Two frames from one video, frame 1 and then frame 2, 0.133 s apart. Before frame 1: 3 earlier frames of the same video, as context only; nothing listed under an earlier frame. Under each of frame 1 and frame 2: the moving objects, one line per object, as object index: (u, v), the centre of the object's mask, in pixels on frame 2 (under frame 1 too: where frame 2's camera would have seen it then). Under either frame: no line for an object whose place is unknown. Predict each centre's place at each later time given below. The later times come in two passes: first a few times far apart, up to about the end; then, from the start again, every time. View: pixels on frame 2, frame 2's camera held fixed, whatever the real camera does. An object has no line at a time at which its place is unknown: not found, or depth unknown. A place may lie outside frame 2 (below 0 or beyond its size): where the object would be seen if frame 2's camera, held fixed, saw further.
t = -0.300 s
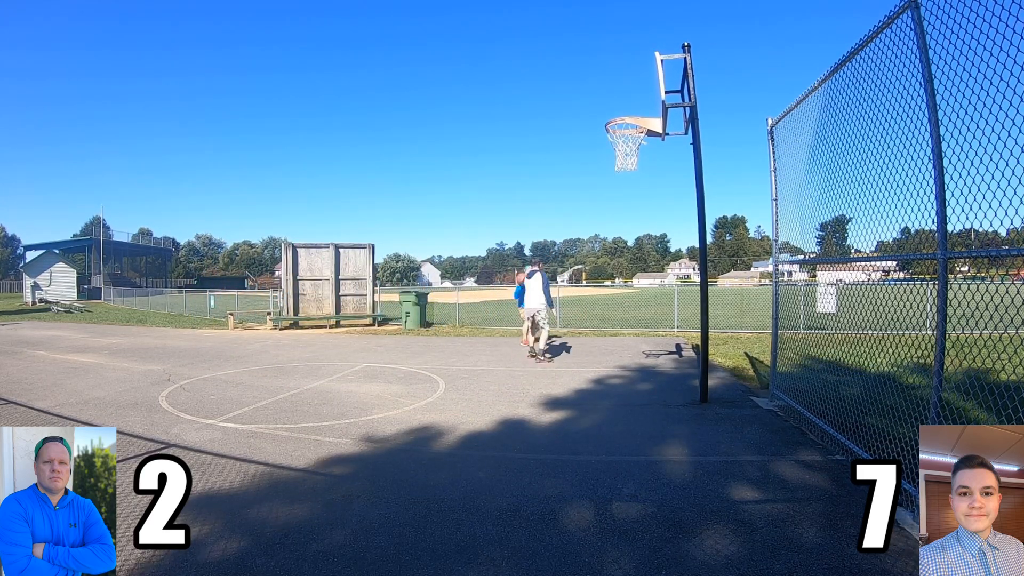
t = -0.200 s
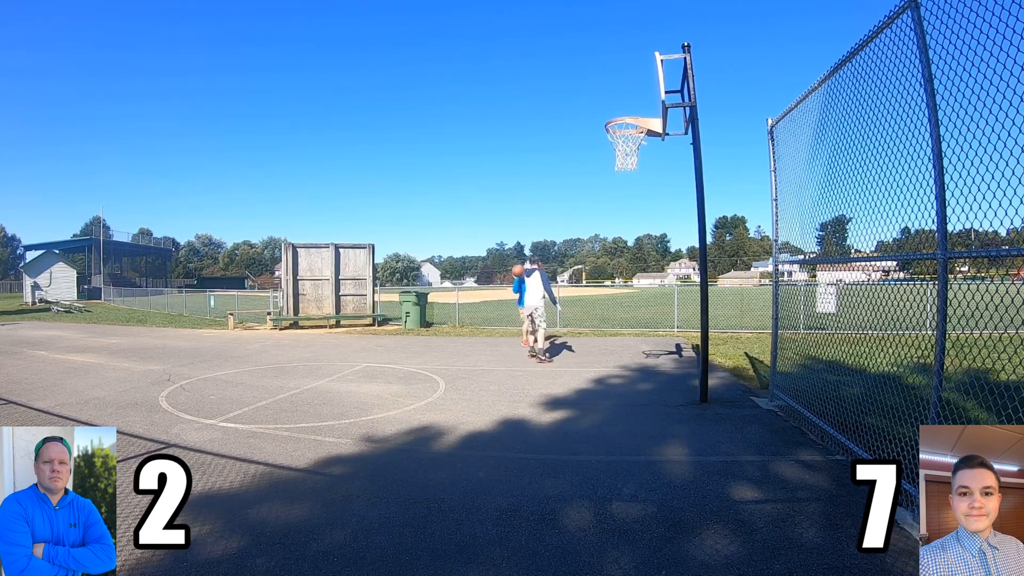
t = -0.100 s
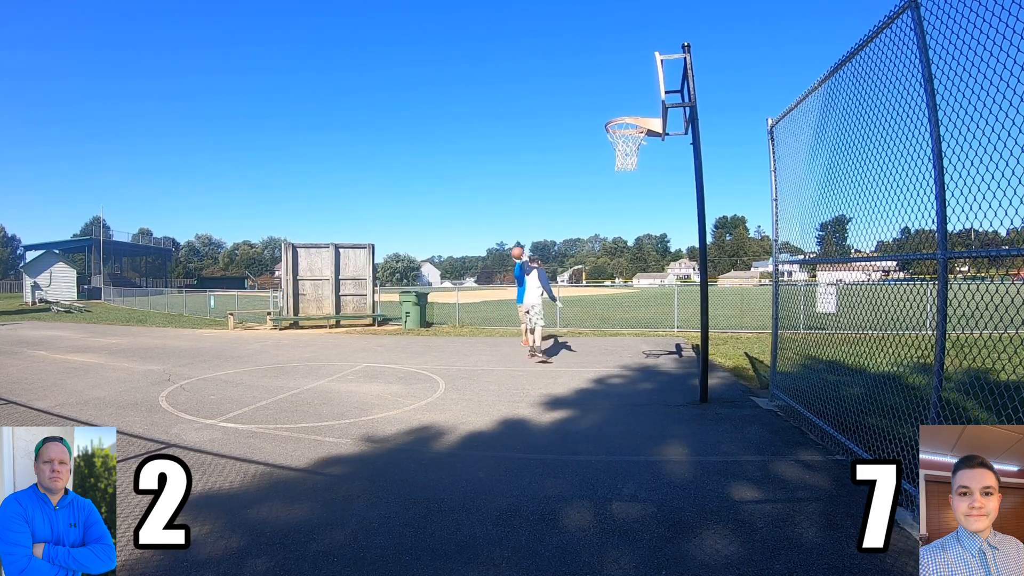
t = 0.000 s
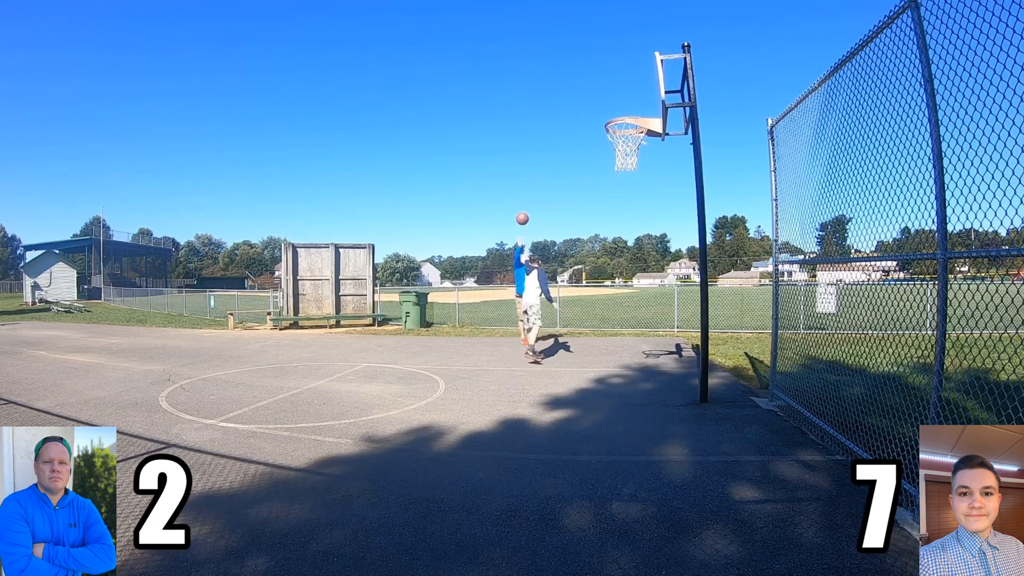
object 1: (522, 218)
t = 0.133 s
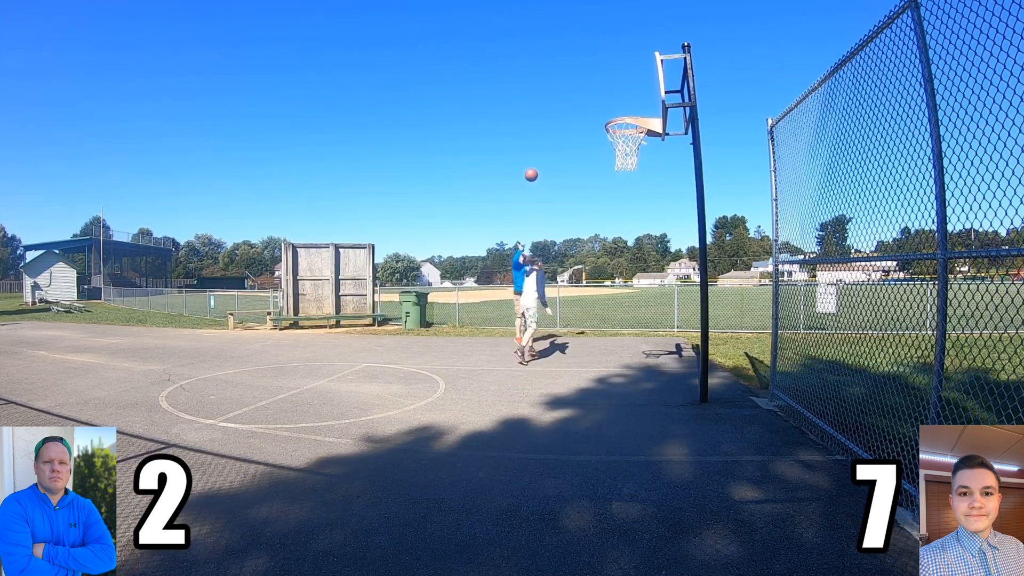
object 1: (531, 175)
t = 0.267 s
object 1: (541, 137)
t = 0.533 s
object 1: (562, 84)
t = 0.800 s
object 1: (589, 66)
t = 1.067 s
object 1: (626, 97)
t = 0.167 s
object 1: (533, 164)
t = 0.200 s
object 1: (536, 155)
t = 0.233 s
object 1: (538, 146)
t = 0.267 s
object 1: (541, 137)
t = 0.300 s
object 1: (543, 129)
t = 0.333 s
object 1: (545, 121)
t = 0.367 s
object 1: (548, 114)
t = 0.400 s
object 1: (551, 106)
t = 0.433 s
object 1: (553, 100)
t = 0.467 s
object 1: (556, 94)
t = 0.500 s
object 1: (559, 89)
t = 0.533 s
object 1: (562, 84)
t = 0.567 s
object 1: (565, 80)
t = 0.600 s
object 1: (568, 76)
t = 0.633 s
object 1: (571, 73)
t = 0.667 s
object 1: (574, 70)
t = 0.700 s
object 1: (578, 68)
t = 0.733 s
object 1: (581, 67)
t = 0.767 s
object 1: (585, 66)
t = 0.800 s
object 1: (589, 66)
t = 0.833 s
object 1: (593, 67)
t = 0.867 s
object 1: (597, 68)
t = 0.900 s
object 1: (601, 71)
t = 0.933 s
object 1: (605, 74)
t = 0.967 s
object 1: (610, 78)
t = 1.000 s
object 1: (615, 83)
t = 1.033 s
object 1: (620, 89)
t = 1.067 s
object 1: (626, 97)
